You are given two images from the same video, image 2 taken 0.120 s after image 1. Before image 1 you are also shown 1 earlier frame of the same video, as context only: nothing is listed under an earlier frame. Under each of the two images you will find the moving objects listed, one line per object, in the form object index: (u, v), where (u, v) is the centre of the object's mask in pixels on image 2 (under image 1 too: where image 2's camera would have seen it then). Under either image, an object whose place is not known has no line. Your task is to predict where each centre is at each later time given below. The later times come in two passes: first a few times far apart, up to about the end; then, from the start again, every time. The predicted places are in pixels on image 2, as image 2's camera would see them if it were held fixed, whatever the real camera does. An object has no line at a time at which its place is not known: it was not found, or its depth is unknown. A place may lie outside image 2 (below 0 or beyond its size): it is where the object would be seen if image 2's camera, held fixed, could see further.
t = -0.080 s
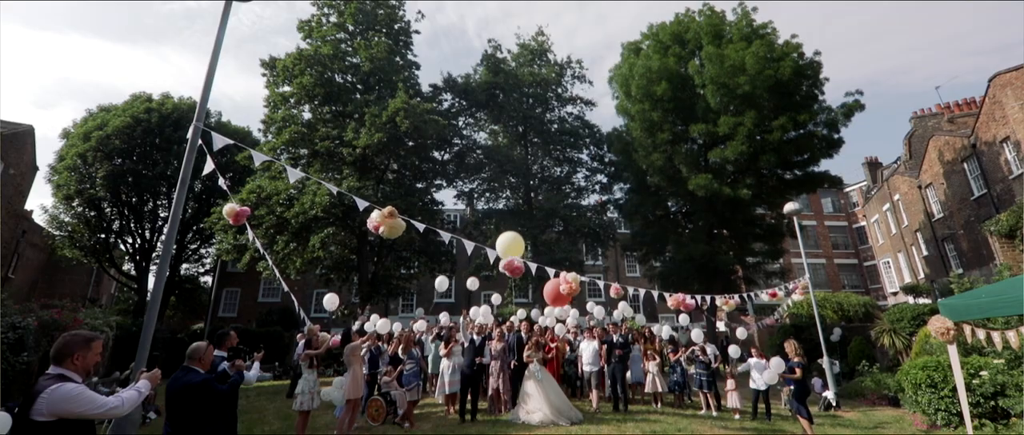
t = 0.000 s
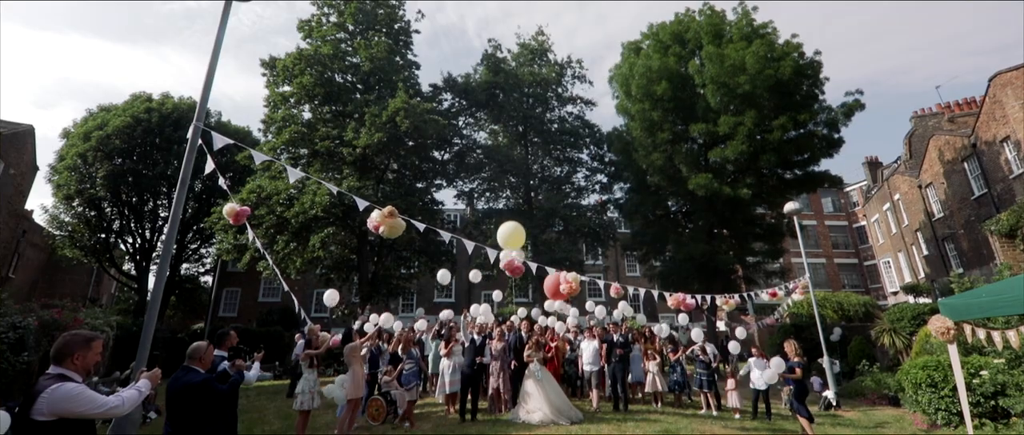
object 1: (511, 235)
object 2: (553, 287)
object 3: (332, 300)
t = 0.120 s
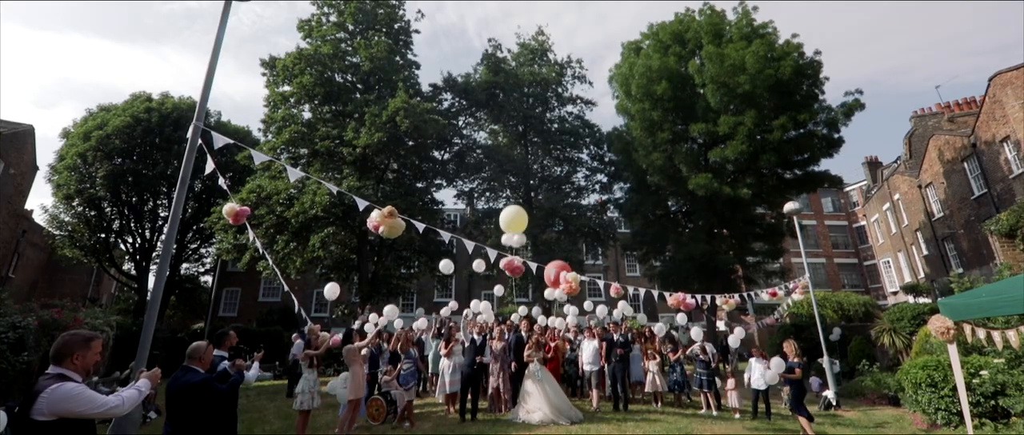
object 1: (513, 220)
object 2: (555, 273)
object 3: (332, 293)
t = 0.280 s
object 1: (518, 196)
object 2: (559, 257)
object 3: (334, 282)
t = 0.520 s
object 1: (525, 160)
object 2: (564, 227)
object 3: (339, 261)
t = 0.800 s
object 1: (533, 119)
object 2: (573, 188)
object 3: (348, 232)
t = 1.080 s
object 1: (541, 93)
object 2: (577, 146)
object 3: (362, 202)
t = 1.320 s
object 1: (545, 80)
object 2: (569, 115)
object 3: (374, 174)
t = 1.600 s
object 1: (545, 62)
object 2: (557, 88)
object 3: (382, 147)
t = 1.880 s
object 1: (539, 42)
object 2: (549, 63)
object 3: (388, 118)
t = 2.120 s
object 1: (537, 19)
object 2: (543, 40)
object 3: (393, 90)
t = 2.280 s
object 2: (538, 21)
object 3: (399, 71)
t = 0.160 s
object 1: (515, 214)
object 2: (556, 269)
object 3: (332, 291)
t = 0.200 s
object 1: (516, 208)
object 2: (557, 265)
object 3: (333, 288)
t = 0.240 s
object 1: (517, 203)
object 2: (558, 261)
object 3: (333, 285)
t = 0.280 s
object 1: (518, 196)
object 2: (559, 257)
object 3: (334, 282)
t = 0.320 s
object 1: (519, 191)
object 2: (560, 253)
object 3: (334, 279)
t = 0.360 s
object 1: (521, 185)
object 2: (560, 248)
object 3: (335, 276)
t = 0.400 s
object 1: (522, 179)
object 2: (561, 243)
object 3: (336, 272)
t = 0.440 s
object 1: (523, 172)
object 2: (562, 238)
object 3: (337, 268)
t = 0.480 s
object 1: (524, 166)
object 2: (563, 232)
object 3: (338, 265)
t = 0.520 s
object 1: (525, 160)
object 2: (564, 227)
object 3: (339, 261)
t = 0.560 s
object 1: (526, 154)
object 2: (565, 222)
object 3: (340, 257)
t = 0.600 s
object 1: (528, 148)
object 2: (566, 216)
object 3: (341, 253)
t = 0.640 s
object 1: (528, 142)
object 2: (567, 211)
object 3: (342, 249)
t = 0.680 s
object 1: (529, 136)
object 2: (569, 205)
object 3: (344, 244)
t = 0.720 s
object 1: (530, 130)
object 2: (571, 199)
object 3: (345, 240)
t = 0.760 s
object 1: (531, 124)
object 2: (572, 194)
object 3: (347, 236)
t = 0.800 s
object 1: (533, 119)
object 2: (573, 188)
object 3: (348, 232)
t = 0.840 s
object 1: (534, 114)
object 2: (575, 182)
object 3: (350, 228)
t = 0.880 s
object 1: (535, 110)
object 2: (576, 176)
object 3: (352, 223)
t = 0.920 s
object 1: (537, 105)
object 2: (577, 171)
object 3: (354, 219)
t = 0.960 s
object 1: (538, 102)
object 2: (578, 164)
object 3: (356, 215)
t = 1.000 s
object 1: (540, 99)
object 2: (578, 158)
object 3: (358, 210)
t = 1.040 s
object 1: (540, 96)
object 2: (578, 152)
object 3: (360, 205)
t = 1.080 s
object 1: (541, 93)
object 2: (577, 146)
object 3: (362, 202)
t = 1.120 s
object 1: (542, 91)
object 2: (577, 141)
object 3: (366, 195)
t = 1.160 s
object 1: (543, 89)
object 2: (575, 135)
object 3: (367, 191)
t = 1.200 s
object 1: (544, 87)
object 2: (574, 130)
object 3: (369, 187)
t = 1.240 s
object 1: (544, 84)
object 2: (572, 125)
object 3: (371, 183)
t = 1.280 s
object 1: (544, 82)
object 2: (571, 120)
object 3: (373, 179)
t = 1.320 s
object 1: (545, 80)
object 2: (569, 115)
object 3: (374, 174)
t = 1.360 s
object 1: (545, 78)
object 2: (567, 110)
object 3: (375, 170)
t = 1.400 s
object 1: (545, 75)
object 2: (565, 106)
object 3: (377, 166)
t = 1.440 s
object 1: (545, 73)
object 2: (563, 102)
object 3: (378, 162)
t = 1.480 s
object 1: (545, 70)
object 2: (561, 99)
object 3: (379, 158)
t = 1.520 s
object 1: (545, 68)
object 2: (560, 95)
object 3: (380, 155)
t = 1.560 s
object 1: (544, 65)
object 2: (558, 91)
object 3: (381, 150)
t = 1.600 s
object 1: (545, 62)
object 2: (557, 88)
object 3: (382, 147)
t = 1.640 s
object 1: (544, 59)
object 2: (556, 84)
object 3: (382, 143)
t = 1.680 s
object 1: (544, 56)
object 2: (555, 81)
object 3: (383, 139)
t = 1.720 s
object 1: (543, 54)
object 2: (554, 77)
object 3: (384, 134)
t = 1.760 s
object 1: (543, 51)
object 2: (552, 74)
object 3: (385, 130)
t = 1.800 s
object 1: (541, 48)
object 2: (552, 70)
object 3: (386, 126)
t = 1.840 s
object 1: (540, 45)
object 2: (550, 67)
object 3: (387, 122)
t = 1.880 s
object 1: (539, 42)
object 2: (549, 63)
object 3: (388, 118)
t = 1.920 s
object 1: (539, 39)
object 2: (548, 60)
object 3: (388, 113)
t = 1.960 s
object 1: (539, 34)
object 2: (547, 56)
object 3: (389, 109)
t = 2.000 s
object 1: (538, 31)
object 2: (547, 53)
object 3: (390, 105)
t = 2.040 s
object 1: (538, 26)
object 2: (545, 48)
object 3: (391, 100)
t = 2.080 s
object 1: (537, 23)
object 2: (544, 44)
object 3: (392, 96)
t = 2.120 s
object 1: (537, 19)
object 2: (543, 40)
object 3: (393, 90)
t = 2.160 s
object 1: (536, 15)
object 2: (542, 35)
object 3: (394, 85)
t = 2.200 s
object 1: (536, 10)
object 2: (540, 30)
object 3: (396, 80)
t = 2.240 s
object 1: (535, 7)
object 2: (539, 26)
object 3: (397, 76)
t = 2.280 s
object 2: (538, 21)
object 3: (399, 71)
